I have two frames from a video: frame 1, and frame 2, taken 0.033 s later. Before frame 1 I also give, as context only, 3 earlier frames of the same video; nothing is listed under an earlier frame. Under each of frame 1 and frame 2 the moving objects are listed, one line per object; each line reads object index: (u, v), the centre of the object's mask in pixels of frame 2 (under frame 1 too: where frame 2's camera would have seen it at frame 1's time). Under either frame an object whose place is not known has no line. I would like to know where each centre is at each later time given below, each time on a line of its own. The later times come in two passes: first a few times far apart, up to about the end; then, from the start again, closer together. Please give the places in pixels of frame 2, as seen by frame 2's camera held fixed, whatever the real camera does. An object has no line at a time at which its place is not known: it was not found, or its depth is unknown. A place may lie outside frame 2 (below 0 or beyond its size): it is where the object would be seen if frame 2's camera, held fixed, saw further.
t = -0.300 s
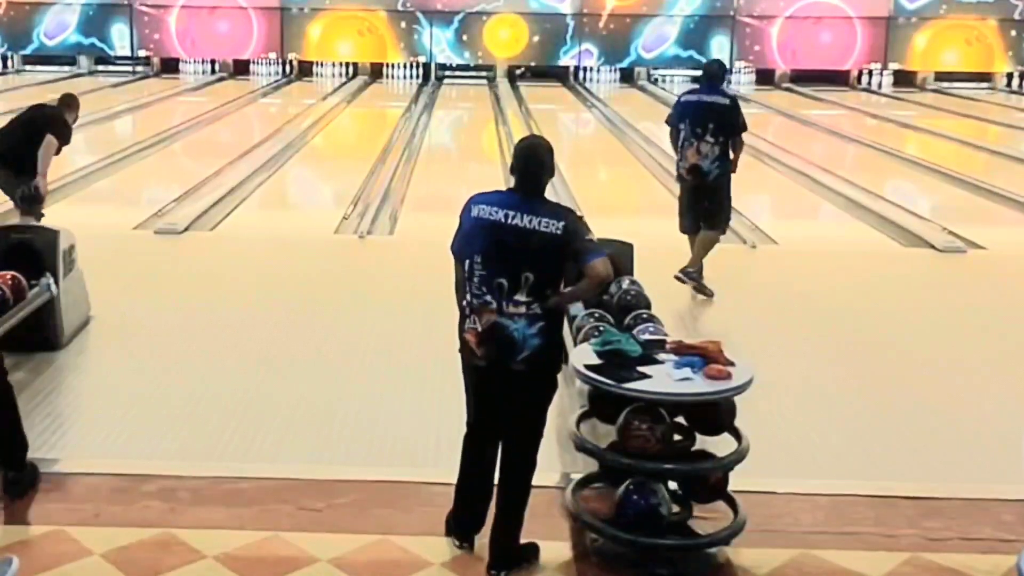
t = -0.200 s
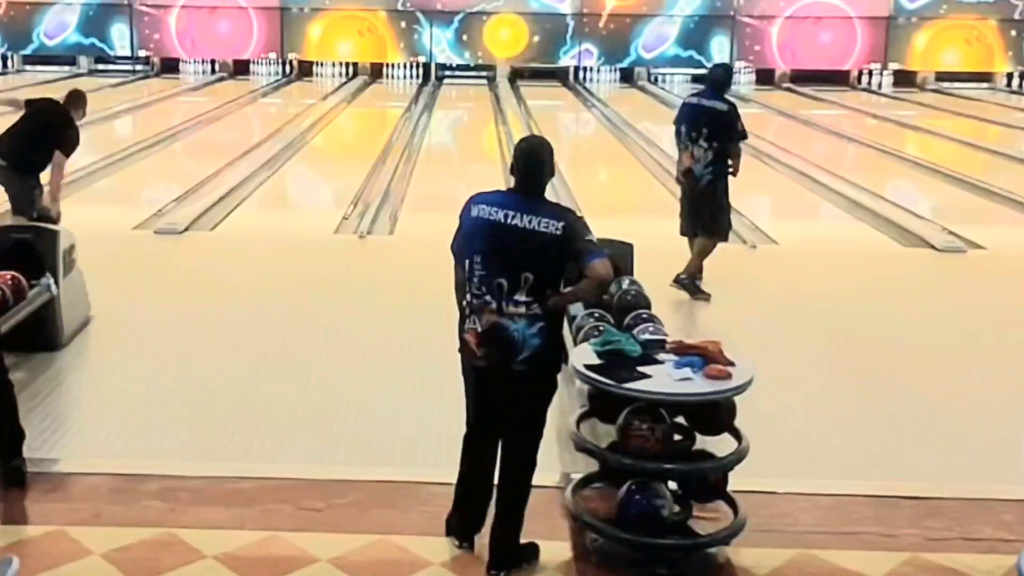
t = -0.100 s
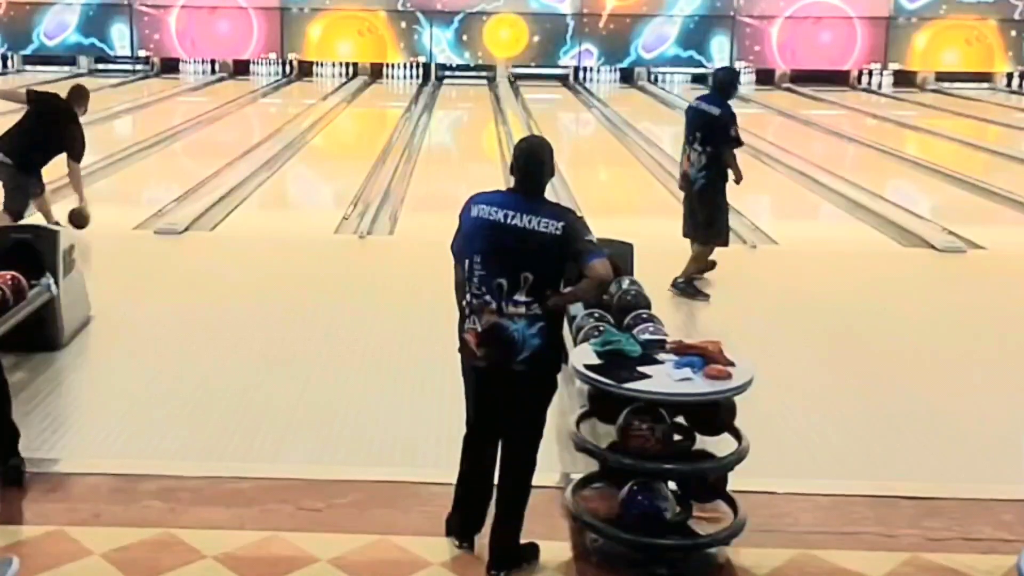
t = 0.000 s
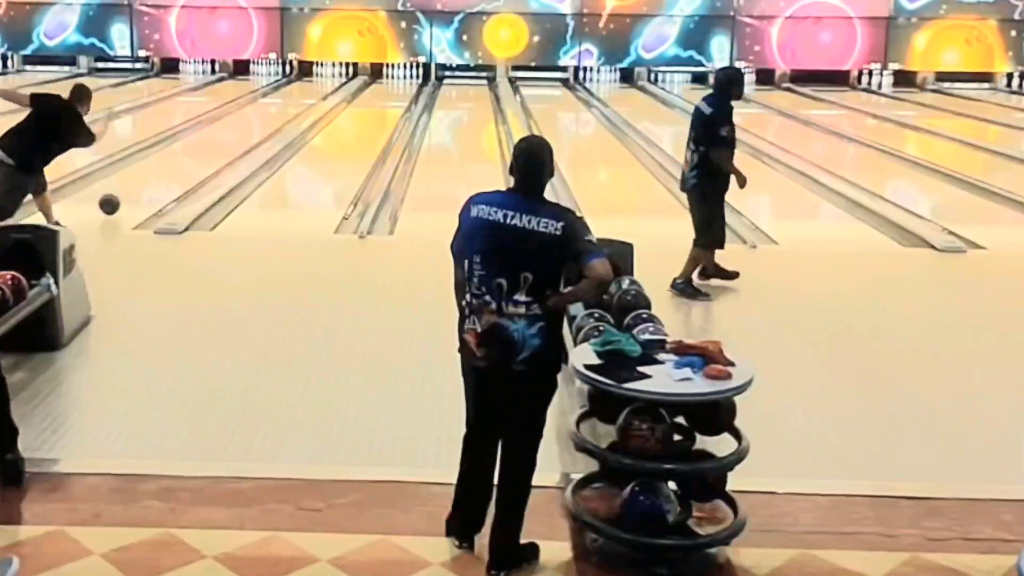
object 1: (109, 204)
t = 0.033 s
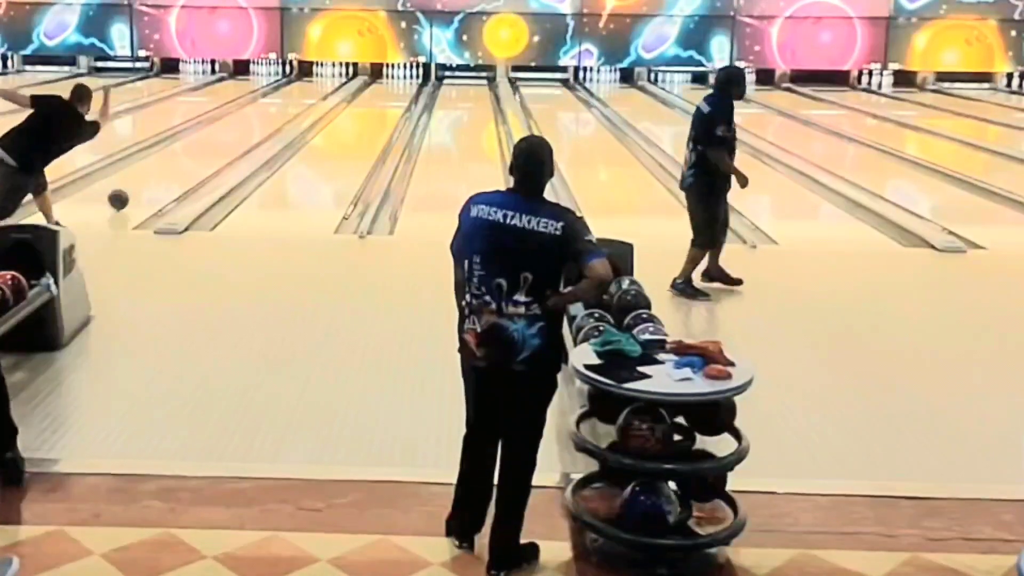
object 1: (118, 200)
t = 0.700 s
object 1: (236, 133)
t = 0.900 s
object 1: (257, 120)
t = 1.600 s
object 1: (306, 91)
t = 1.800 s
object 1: (315, 85)
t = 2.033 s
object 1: (323, 79)
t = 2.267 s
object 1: (329, 75)
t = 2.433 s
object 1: (331, 73)
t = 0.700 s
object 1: (236, 133)
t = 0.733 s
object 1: (240, 131)
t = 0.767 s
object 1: (243, 128)
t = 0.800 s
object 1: (247, 126)
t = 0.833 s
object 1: (250, 124)
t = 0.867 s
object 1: (254, 123)
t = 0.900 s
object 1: (257, 120)
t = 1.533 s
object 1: (302, 93)
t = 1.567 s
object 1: (304, 92)
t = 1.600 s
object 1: (306, 91)
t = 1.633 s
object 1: (307, 90)
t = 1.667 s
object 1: (309, 89)
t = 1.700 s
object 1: (311, 88)
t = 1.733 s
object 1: (312, 86)
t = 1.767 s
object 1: (313, 86)
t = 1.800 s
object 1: (315, 85)
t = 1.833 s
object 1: (317, 84)
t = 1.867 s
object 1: (318, 84)
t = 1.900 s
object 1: (319, 83)
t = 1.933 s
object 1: (319, 82)
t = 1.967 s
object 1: (320, 81)
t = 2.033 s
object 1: (323, 79)
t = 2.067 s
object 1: (323, 79)
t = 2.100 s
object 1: (324, 77)
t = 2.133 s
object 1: (326, 76)
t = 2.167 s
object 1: (327, 76)
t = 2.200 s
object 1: (328, 76)
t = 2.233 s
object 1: (329, 76)
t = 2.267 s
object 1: (329, 75)
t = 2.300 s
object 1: (329, 74)
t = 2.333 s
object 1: (329, 74)
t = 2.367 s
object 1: (330, 73)
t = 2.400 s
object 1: (330, 74)
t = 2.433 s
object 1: (331, 73)
